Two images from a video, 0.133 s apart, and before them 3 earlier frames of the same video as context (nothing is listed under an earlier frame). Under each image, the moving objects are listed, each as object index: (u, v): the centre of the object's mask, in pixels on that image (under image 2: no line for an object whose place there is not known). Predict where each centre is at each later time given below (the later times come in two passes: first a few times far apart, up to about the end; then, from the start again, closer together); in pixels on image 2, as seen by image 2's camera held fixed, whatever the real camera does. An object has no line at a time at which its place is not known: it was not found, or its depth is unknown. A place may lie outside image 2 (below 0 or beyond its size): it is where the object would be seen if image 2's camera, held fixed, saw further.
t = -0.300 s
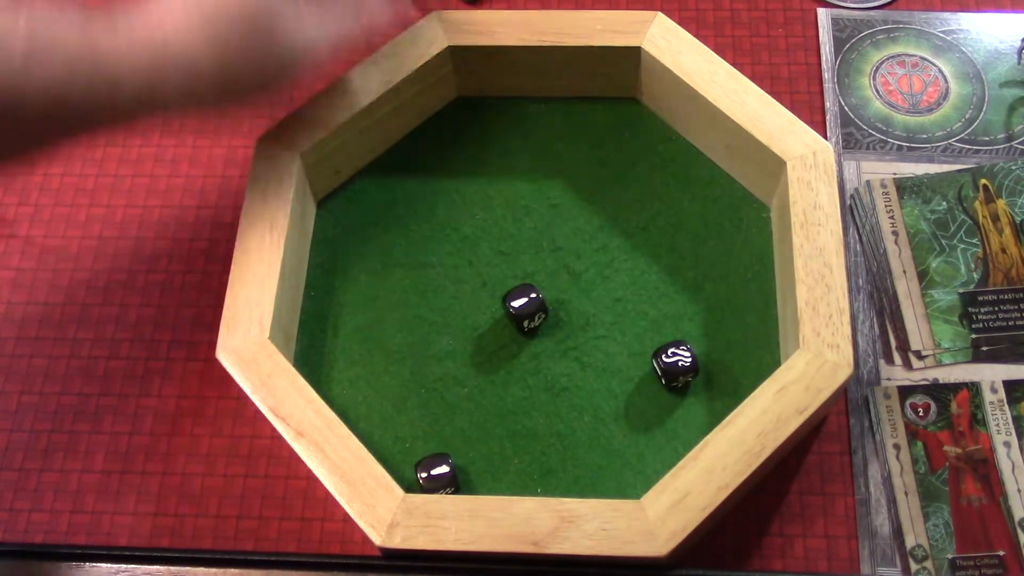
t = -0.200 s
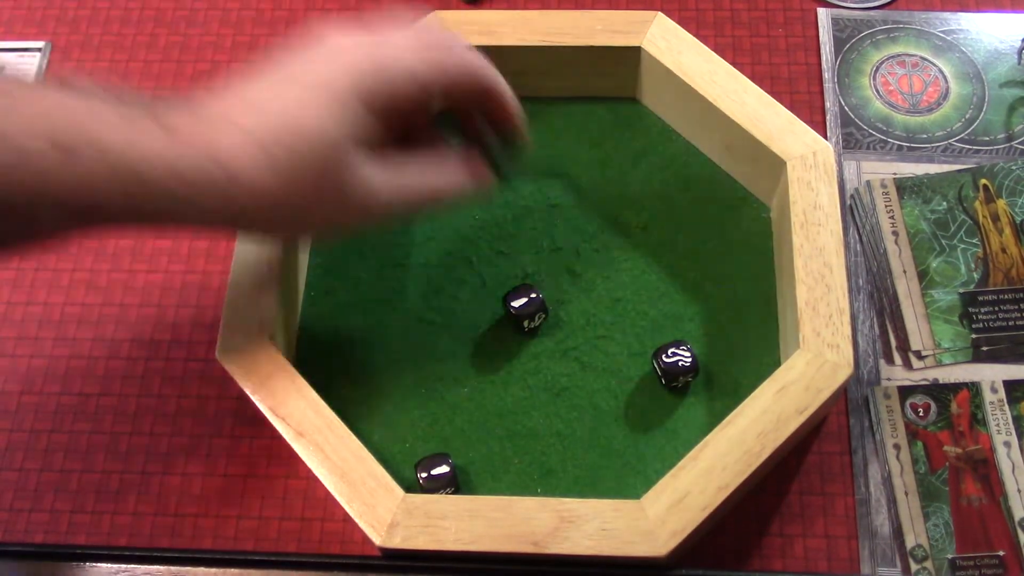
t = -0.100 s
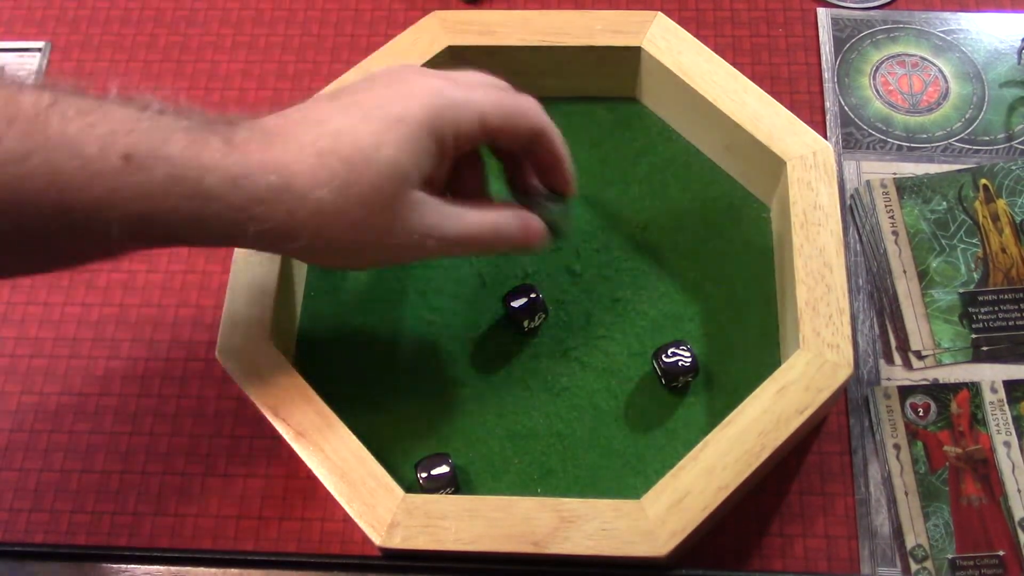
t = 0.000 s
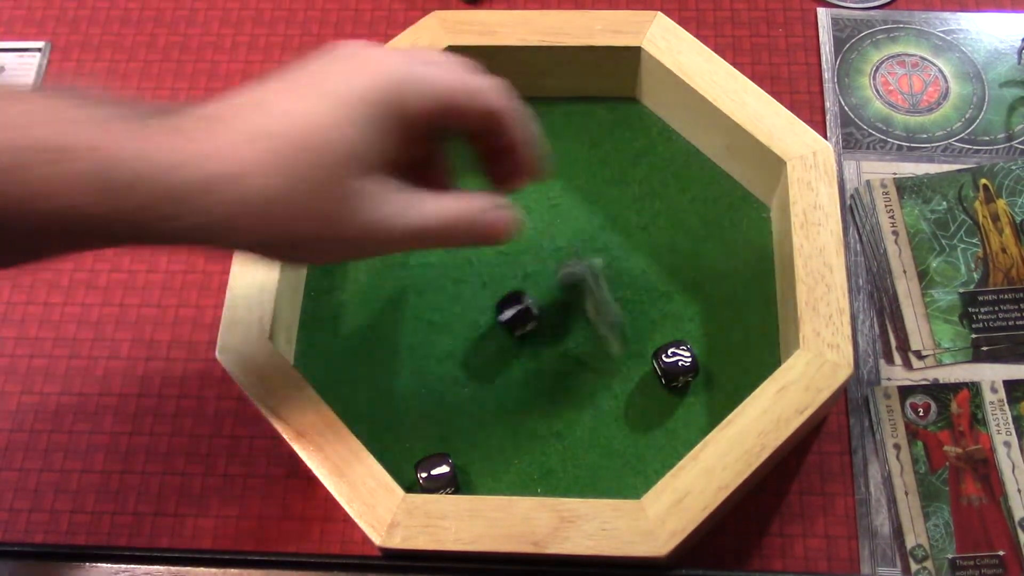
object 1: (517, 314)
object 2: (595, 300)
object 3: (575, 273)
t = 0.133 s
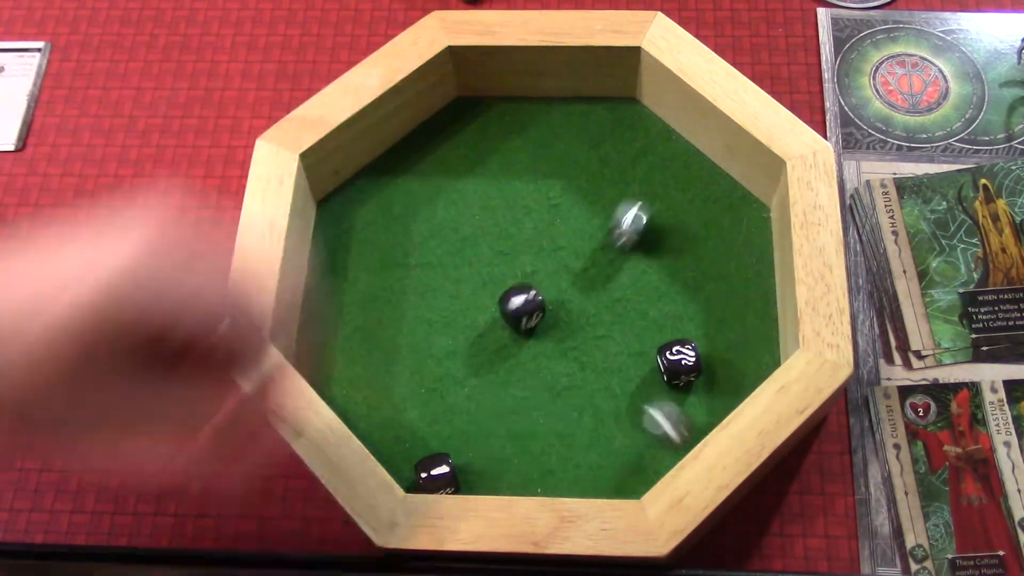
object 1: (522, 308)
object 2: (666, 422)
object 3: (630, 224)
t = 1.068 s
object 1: (521, 309)
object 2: (515, 392)
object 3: (637, 232)
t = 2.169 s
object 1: (521, 309)
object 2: (515, 391)
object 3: (637, 232)
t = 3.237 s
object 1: (521, 309)
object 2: (515, 391)
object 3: (637, 232)
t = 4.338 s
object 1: (521, 309)
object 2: (515, 392)
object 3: (637, 232)
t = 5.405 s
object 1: (521, 309)
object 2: (515, 392)
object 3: (637, 232)
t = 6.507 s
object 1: (521, 309)
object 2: (515, 392)
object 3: (637, 232)
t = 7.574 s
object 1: (521, 309)
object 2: (515, 392)
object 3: (637, 232)
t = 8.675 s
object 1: (521, 309)
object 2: (515, 392)
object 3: (637, 232)
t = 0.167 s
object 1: (523, 306)
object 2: (670, 436)
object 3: (637, 216)
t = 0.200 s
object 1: (521, 309)
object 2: (657, 435)
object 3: (640, 212)
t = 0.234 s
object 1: (521, 310)
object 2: (643, 425)
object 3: (641, 212)
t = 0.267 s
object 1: (522, 309)
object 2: (623, 414)
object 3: (640, 212)
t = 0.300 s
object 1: (521, 309)
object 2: (600, 405)
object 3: (639, 215)
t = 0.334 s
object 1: (521, 309)
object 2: (588, 409)
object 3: (637, 222)
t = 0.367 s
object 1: (521, 309)
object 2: (568, 409)
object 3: (637, 229)
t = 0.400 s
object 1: (521, 309)
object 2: (553, 406)
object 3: (637, 232)
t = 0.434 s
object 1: (521, 309)
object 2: (534, 408)
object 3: (637, 232)
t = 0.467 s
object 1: (521, 309)
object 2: (523, 411)
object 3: (637, 232)
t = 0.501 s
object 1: (521, 309)
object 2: (519, 408)
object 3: (637, 232)
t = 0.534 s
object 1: (521, 309)
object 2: (514, 400)
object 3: (637, 232)
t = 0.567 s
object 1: (521, 309)
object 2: (517, 392)
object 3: (637, 232)
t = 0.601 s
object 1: (521, 309)
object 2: (522, 389)
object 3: (637, 232)
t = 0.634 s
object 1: (521, 309)
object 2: (518, 389)
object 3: (637, 232)
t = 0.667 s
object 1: (521, 309)
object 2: (515, 392)
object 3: (637, 232)
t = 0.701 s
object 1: (521, 309)
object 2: (515, 392)
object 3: (637, 232)
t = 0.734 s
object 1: (521, 309)
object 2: (515, 392)
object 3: (637, 232)
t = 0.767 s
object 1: (521, 309)
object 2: (515, 392)
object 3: (637, 232)
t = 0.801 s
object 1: (521, 309)
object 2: (515, 392)
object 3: (637, 232)
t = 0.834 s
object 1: (521, 309)
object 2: (515, 392)
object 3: (637, 232)
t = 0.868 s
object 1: (521, 309)
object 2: (515, 392)
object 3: (637, 232)
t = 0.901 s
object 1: (521, 309)
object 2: (515, 392)
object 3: (637, 232)
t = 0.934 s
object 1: (521, 309)
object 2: (515, 392)
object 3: (637, 232)
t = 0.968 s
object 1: (521, 309)
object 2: (515, 392)
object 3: (637, 232)
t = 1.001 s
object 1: (521, 309)
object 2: (515, 392)
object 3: (637, 232)
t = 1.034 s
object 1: (521, 309)
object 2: (515, 392)
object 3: (637, 232)
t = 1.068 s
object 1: (521, 309)
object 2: (515, 392)
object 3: (637, 232)
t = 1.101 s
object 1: (521, 309)
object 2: (515, 392)
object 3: (637, 232)
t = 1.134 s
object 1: (521, 309)
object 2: (515, 392)
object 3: (637, 232)
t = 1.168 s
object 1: (521, 309)
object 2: (515, 392)
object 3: (637, 232)
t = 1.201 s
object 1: (521, 309)
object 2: (515, 392)
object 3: (637, 232)
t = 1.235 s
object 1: (521, 309)
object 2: (515, 392)
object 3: (637, 232)
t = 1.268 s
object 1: (521, 309)
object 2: (515, 392)
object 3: (637, 232)
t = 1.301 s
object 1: (521, 309)
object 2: (515, 392)
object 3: (637, 232)
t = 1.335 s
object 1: (521, 309)
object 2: (515, 392)
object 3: (637, 232)
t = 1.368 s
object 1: (521, 309)
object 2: (515, 391)
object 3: (637, 232)
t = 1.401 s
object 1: (521, 309)
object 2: (515, 391)
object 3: (637, 232)
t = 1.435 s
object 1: (521, 309)
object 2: (515, 391)
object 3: (637, 232)
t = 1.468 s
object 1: (521, 309)
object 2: (515, 391)
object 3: (637, 232)
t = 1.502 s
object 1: (521, 309)
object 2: (515, 391)
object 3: (637, 232)
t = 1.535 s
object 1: (521, 309)
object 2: (515, 391)
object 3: (637, 232)
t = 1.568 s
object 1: (521, 309)
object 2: (515, 391)
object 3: (637, 232)
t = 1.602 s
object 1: (521, 309)
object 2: (515, 391)
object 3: (637, 232)
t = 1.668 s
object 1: (521, 309)
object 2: (515, 391)
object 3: (637, 232)
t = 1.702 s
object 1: (521, 309)
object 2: (515, 391)
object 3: (637, 232)
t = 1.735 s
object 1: (521, 309)
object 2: (515, 391)
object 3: (637, 232)
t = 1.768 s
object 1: (521, 309)
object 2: (515, 391)
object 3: (637, 232)
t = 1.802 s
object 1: (521, 309)
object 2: (515, 391)
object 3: (637, 232)
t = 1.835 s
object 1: (521, 309)
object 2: (515, 391)
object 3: (637, 232)
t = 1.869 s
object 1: (521, 309)
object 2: (515, 391)
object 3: (637, 232)
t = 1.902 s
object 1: (521, 309)
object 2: (515, 391)
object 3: (637, 232)
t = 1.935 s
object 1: (521, 309)
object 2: (515, 391)
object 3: (637, 232)
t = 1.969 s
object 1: (521, 309)
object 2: (515, 391)
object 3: (637, 232)
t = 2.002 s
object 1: (521, 309)
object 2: (515, 391)
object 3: (637, 232)
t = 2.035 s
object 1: (521, 309)
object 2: (515, 391)
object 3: (637, 232)
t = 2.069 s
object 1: (521, 309)
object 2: (515, 391)
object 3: (637, 232)
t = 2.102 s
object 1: (521, 309)
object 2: (515, 391)
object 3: (637, 232)
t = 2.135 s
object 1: (521, 309)
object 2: (515, 391)
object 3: (637, 232)
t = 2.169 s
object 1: (521, 309)
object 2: (515, 391)
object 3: (637, 232)
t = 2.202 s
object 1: (521, 309)
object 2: (515, 391)
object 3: (637, 232)
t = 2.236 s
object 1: (521, 309)
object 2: (515, 391)
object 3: (637, 232)
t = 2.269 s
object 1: (521, 309)
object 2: (515, 391)
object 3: (637, 232)
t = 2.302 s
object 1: (521, 309)
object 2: (515, 391)
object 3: (637, 232)
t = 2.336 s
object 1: (521, 309)
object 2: (515, 391)
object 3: (637, 232)
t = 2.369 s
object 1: (521, 309)
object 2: (515, 391)
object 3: (637, 232)
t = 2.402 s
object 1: (521, 309)
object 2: (515, 391)
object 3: (637, 232)
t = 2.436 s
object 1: (521, 309)
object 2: (515, 391)
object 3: (637, 232)
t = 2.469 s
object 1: (521, 309)
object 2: (515, 391)
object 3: (637, 232)
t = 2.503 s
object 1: (521, 309)
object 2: (515, 391)
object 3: (637, 232)
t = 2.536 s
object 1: (521, 309)
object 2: (515, 391)
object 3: (637, 232)
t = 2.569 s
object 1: (521, 309)
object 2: (515, 391)
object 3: (637, 232)
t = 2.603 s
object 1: (521, 309)
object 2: (515, 391)
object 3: (637, 232)
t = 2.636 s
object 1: (521, 309)
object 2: (515, 391)
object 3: (637, 232)
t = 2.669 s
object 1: (521, 309)
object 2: (515, 391)
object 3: (637, 232)
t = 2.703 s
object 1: (521, 309)
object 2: (515, 391)
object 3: (637, 232)
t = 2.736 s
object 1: (521, 309)
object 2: (515, 392)
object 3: (637, 232)
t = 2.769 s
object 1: (521, 309)
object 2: (515, 392)
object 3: (637, 232)
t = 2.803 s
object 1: (521, 309)
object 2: (515, 391)
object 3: (637, 232)
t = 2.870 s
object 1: (521, 309)
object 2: (515, 391)
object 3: (637, 232)
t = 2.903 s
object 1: (521, 309)
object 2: (515, 391)
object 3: (637, 232)
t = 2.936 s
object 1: (521, 309)
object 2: (515, 391)
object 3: (637, 232)
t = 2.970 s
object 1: (521, 309)
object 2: (515, 391)
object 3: (637, 232)
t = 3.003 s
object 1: (521, 309)
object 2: (515, 391)
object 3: (637, 232)
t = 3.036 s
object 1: (521, 309)
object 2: (515, 391)
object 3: (637, 232)
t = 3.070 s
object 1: (521, 309)
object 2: (515, 391)
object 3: (637, 232)
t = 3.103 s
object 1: (521, 309)
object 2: (515, 391)
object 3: (637, 232)
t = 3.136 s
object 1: (521, 309)
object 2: (515, 391)
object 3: (637, 232)
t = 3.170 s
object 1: (521, 309)
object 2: (515, 391)
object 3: (637, 232)
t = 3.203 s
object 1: (521, 309)
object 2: (515, 391)
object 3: (637, 232)
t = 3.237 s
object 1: (521, 309)
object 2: (515, 391)
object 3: (637, 232)
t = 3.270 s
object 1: (521, 309)
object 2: (515, 391)
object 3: (637, 232)
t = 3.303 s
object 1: (521, 309)
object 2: (515, 391)
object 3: (637, 232)
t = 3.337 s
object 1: (521, 309)
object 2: (515, 391)
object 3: (637, 232)
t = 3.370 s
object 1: (521, 309)
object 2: (515, 391)
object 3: (637, 232)
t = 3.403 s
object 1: (521, 309)
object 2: (515, 391)
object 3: (637, 232)
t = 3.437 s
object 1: (521, 309)
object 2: (515, 391)
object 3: (637, 232)
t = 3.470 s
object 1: (521, 309)
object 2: (515, 391)
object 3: (637, 232)
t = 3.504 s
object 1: (521, 309)
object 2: (515, 391)
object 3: (637, 232)
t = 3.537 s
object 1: (521, 309)
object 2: (515, 392)
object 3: (637, 232)
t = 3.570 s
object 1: (521, 309)
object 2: (515, 391)
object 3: (637, 232)
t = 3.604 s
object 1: (521, 309)
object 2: (515, 391)
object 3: (637, 232)
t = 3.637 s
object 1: (521, 309)
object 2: (515, 391)
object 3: (637, 232)
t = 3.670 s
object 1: (521, 309)
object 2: (515, 392)
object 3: (637, 232)
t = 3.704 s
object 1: (521, 309)
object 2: (515, 391)
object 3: (637, 232)
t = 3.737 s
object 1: (521, 309)
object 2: (515, 391)
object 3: (637, 232)
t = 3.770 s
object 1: (521, 309)
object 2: (515, 391)
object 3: (637, 232)
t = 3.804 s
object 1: (521, 309)
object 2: (515, 391)
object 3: (637, 232)
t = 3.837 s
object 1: (521, 309)
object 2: (515, 391)
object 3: (637, 232)
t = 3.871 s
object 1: (521, 309)
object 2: (515, 391)
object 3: (637, 232)
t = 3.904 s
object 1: (521, 309)
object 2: (515, 391)
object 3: (637, 232)
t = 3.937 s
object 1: (521, 309)
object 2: (515, 391)
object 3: (637, 232)
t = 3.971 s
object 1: (521, 309)
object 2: (515, 391)
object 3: (637, 232)
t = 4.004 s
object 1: (521, 309)
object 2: (515, 391)
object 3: (637, 232)
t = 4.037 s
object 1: (521, 309)
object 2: (515, 391)
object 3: (637, 232)
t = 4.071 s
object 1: (521, 309)
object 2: (515, 392)
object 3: (637, 232)
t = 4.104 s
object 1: (521, 309)
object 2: (515, 392)
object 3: (637, 232)
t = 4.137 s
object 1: (521, 309)
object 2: (515, 392)
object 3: (637, 232)
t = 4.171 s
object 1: (521, 309)
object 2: (515, 391)
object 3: (637, 232)
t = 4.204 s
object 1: (521, 309)
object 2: (515, 392)
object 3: (637, 232)
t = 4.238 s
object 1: (521, 309)
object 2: (515, 392)
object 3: (637, 232)
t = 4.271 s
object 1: (521, 309)
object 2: (515, 392)
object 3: (637, 232)
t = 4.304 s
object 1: (521, 309)
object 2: (515, 392)
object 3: (637, 232)
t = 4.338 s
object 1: (521, 309)
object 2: (515, 392)
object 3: (637, 232)
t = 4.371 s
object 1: (521, 309)
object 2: (515, 392)
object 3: (637, 232)
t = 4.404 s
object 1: (521, 309)
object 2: (515, 392)
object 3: (637, 232)
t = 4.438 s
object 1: (521, 309)
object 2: (515, 392)
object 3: (637, 232)
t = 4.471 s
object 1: (521, 309)
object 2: (515, 392)
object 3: (637, 232)
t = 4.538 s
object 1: (521, 309)
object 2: (515, 392)
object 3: (637, 232)
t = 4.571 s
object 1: (521, 309)
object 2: (515, 392)
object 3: (637, 232)
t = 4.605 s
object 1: (521, 309)
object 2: (515, 392)
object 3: (637, 232)
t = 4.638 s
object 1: (521, 309)
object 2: (515, 392)
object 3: (637, 232)
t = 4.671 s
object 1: (521, 309)
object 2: (515, 391)
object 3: (637, 232)
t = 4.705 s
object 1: (521, 309)
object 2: (515, 392)
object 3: (637, 232)
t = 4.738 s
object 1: (521, 309)
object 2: (515, 392)
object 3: (637, 232)
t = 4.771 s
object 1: (521, 309)
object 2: (515, 392)
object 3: (637, 232)
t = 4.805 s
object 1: (521, 309)
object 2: (515, 392)
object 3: (637, 232)
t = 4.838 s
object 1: (521, 309)
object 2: (515, 392)
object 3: (637, 232)
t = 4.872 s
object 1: (521, 309)
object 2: (515, 392)
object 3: (637, 232)
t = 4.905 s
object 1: (521, 309)
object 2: (515, 392)
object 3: (637, 232)
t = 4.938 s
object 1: (521, 309)
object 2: (515, 392)
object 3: (637, 232)
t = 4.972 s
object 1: (521, 309)
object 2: (515, 392)
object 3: (637, 232)
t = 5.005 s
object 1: (521, 309)
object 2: (515, 391)
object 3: (637, 232)
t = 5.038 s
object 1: (521, 309)
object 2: (515, 391)
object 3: (637, 232)
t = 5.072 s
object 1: (521, 309)
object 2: (515, 391)
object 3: (637, 232)
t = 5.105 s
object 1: (521, 309)
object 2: (515, 392)
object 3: (637, 232)
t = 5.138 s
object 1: (521, 309)
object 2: (515, 392)
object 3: (637, 232)
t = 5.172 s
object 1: (521, 309)
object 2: (515, 392)
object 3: (637, 232)
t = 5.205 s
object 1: (521, 309)
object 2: (515, 392)
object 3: (637, 232)
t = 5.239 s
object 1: (521, 309)
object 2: (515, 392)
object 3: (637, 232)
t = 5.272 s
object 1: (521, 309)
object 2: (515, 392)
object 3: (637, 232)
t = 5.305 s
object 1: (521, 309)
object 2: (515, 392)
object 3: (637, 232)
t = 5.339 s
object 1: (521, 309)
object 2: (515, 392)
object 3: (637, 232)
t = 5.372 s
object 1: (521, 309)
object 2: (515, 392)
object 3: (637, 232)
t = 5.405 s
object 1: (521, 309)
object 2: (515, 392)
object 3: (637, 232)
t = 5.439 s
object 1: (521, 309)
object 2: (515, 392)
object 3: (637, 232)
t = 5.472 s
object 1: (521, 309)
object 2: (515, 392)
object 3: (637, 232)
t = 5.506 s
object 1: (521, 309)
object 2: (515, 392)
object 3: (637, 232)
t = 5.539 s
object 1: (521, 309)
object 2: (515, 392)
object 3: (637, 232)
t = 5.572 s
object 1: (521, 309)
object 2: (515, 392)
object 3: (637, 232)
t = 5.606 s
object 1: (521, 309)
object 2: (515, 392)
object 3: (637, 232)
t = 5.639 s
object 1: (521, 309)
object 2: (515, 392)
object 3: (637, 232)
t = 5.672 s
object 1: (521, 309)
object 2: (515, 392)
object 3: (637, 232)
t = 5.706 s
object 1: (521, 309)
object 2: (515, 392)
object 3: (637, 232)
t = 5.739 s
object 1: (521, 309)
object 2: (515, 392)
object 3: (637, 232)
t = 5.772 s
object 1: (521, 309)
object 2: (515, 392)
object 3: (637, 232)
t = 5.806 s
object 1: (521, 309)
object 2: (515, 392)
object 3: (637, 232)
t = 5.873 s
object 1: (521, 309)
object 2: (515, 392)
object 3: (637, 232)
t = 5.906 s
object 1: (521, 309)
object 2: (515, 392)
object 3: (637, 232)
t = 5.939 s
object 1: (521, 309)
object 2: (515, 392)
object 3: (637, 232)
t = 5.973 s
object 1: (521, 309)
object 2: (515, 392)
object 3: (637, 232)
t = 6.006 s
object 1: (521, 309)
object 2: (515, 392)
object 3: (637, 232)
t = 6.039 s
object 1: (521, 309)
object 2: (515, 392)
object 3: (637, 232)
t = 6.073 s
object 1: (521, 309)
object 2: (515, 392)
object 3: (637, 232)
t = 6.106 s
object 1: (521, 309)
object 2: (515, 392)
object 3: (637, 232)
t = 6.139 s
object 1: (521, 309)
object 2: (515, 392)
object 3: (637, 232)
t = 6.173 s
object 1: (521, 309)
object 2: (515, 392)
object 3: (637, 232)
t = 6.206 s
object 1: (521, 309)
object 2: (515, 392)
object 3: (637, 232)
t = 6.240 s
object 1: (521, 309)
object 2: (515, 392)
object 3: (637, 232)
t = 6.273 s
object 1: (521, 309)
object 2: (515, 392)
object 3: (637, 232)
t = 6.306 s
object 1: (521, 309)
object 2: (515, 392)
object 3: (637, 232)
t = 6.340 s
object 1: (521, 309)
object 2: (515, 392)
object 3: (637, 232)
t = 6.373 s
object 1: (521, 309)
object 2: (515, 392)
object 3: (637, 232)
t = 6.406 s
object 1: (521, 309)
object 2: (515, 392)
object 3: (637, 232)
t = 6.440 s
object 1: (521, 309)
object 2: (515, 392)
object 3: (637, 232)
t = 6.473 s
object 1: (521, 309)
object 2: (515, 392)
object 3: (637, 232)
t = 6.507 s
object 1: (521, 309)
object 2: (515, 392)
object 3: (637, 232)
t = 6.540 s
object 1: (521, 309)
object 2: (515, 392)
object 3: (637, 232)
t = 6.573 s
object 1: (521, 309)
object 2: (515, 392)
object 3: (637, 232)
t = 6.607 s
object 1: (521, 309)
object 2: (515, 392)
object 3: (637, 232)
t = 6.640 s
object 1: (521, 309)
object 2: (515, 392)
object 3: (637, 232)
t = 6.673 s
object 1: (521, 309)
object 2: (515, 392)
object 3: (637, 232)
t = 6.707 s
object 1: (521, 309)
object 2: (515, 392)
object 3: (637, 232)
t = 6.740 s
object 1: (521, 309)
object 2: (515, 392)
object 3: (637, 232)
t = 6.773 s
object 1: (521, 309)
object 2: (515, 392)
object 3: (637, 232)
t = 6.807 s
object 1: (521, 309)
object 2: (515, 392)
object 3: (637, 232)
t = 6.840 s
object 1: (521, 309)
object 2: (515, 392)
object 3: (637, 232)
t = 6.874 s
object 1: (521, 309)
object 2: (515, 392)
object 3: (637, 232)
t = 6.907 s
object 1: (521, 309)
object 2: (515, 392)
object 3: (637, 232)
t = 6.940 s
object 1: (521, 309)
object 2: (515, 392)
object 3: (637, 232)
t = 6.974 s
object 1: (521, 309)
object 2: (515, 392)
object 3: (637, 232)
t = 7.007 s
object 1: (521, 309)
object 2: (515, 392)
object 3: (637, 232)
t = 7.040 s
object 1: (521, 309)
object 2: (515, 392)
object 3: (637, 232)
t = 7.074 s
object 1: (521, 309)
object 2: (515, 392)
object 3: (637, 232)
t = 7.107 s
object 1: (521, 309)
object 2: (515, 392)
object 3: (637, 232)
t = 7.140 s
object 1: (521, 309)
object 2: (515, 392)
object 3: (637, 232)
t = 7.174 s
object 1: (521, 309)
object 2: (515, 392)
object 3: (637, 232)
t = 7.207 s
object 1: (521, 309)
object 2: (515, 392)
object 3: (637, 232)
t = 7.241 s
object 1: (521, 309)
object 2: (515, 392)
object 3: (637, 232)
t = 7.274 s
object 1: (521, 309)
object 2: (515, 392)
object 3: (637, 232)
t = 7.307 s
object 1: (521, 309)
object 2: (515, 392)
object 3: (637, 232)
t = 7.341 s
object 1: (521, 309)
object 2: (515, 392)
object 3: (637, 232)
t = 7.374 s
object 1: (521, 309)
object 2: (515, 392)
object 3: (637, 232)
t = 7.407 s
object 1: (521, 309)
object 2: (515, 392)
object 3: (637, 232)
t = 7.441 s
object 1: (521, 309)
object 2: (515, 392)
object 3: (637, 232)
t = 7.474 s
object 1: (521, 309)
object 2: (515, 392)
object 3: (637, 232)
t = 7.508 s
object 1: (521, 309)
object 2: (515, 392)
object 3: (637, 232)
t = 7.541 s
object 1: (521, 309)
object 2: (515, 392)
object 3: (637, 232)
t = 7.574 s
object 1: (521, 309)
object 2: (515, 392)
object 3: (637, 232)
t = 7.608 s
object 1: (521, 309)
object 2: (515, 392)
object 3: (637, 232)
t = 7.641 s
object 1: (521, 309)
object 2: (515, 392)
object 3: (637, 232)
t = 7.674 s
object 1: (521, 309)
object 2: (515, 392)
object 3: (637, 232)
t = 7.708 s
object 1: (521, 309)
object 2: (515, 392)
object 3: (637, 232)
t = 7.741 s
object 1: (521, 309)
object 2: (515, 392)
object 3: (637, 232)
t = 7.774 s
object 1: (521, 309)
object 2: (515, 392)
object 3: (637, 232)
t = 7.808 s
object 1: (521, 309)
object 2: (515, 392)
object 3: (637, 232)
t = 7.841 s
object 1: (521, 309)
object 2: (515, 392)
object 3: (637, 232)
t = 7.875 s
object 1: (521, 309)
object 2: (515, 392)
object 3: (637, 232)
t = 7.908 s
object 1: (521, 309)
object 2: (515, 392)
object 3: (637, 232)
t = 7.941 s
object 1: (521, 309)
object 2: (515, 392)
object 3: (637, 232)
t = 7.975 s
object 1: (521, 309)
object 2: (515, 392)
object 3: (637, 232)
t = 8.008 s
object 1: (521, 309)
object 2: (515, 392)
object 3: (637, 232)
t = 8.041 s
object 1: (521, 309)
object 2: (515, 392)
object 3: (637, 232)
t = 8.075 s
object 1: (521, 309)
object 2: (515, 392)
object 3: (637, 232)
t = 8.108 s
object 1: (521, 309)
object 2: (515, 392)
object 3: (637, 232)
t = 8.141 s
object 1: (521, 309)
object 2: (515, 392)
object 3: (637, 232)
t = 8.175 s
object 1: (521, 309)
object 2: (515, 392)
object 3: (637, 232)
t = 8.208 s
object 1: (521, 309)
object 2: (515, 392)
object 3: (637, 232)
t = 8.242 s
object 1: (521, 309)
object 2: (515, 392)
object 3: (637, 232)
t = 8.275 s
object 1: (521, 309)
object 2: (515, 392)
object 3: (637, 232)
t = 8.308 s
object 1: (521, 309)
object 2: (515, 392)
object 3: (637, 232)
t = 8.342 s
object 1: (521, 309)
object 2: (515, 392)
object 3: (637, 232)
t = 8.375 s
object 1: (521, 309)
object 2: (515, 392)
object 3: (637, 232)
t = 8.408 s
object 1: (521, 309)
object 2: (515, 392)
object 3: (637, 232)
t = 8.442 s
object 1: (521, 309)
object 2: (515, 392)
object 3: (637, 232)
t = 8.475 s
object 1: (521, 309)
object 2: (515, 392)
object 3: (637, 232)
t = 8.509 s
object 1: (521, 309)
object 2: (515, 392)
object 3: (637, 232)
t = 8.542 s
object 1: (521, 309)
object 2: (515, 392)
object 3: (637, 232)
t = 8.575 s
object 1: (521, 309)
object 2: (515, 392)
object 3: (637, 232)
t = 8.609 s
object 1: (521, 309)
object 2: (515, 392)
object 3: (637, 232)
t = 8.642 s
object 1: (521, 309)
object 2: (515, 392)
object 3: (637, 232)
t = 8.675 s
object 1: (521, 309)
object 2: (515, 392)
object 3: (637, 232)
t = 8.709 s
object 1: (521, 309)
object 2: (515, 392)
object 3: (637, 232)
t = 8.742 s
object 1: (521, 309)
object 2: (515, 392)
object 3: (637, 232)
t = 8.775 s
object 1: (521, 309)
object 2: (515, 392)
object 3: (637, 232)
